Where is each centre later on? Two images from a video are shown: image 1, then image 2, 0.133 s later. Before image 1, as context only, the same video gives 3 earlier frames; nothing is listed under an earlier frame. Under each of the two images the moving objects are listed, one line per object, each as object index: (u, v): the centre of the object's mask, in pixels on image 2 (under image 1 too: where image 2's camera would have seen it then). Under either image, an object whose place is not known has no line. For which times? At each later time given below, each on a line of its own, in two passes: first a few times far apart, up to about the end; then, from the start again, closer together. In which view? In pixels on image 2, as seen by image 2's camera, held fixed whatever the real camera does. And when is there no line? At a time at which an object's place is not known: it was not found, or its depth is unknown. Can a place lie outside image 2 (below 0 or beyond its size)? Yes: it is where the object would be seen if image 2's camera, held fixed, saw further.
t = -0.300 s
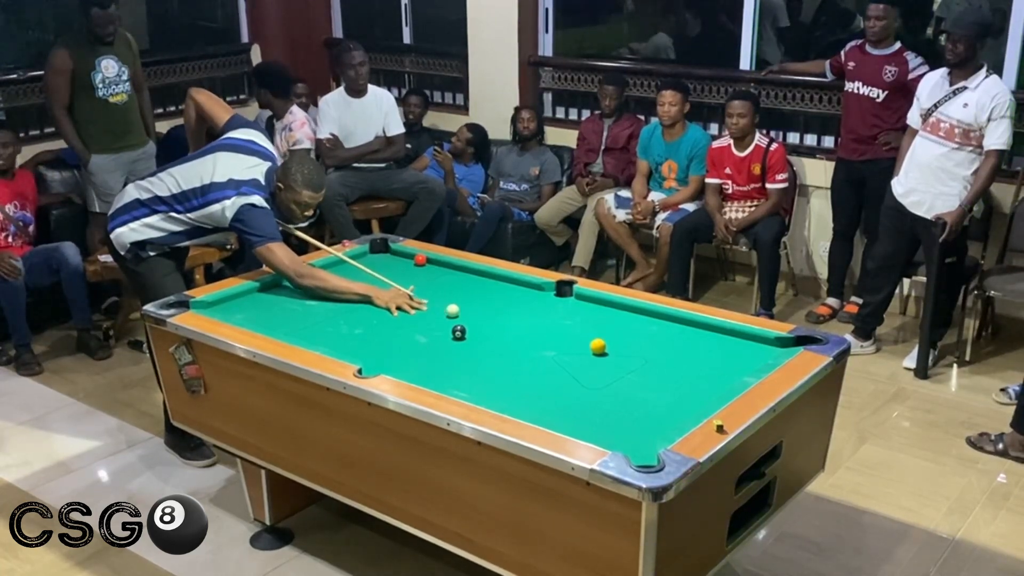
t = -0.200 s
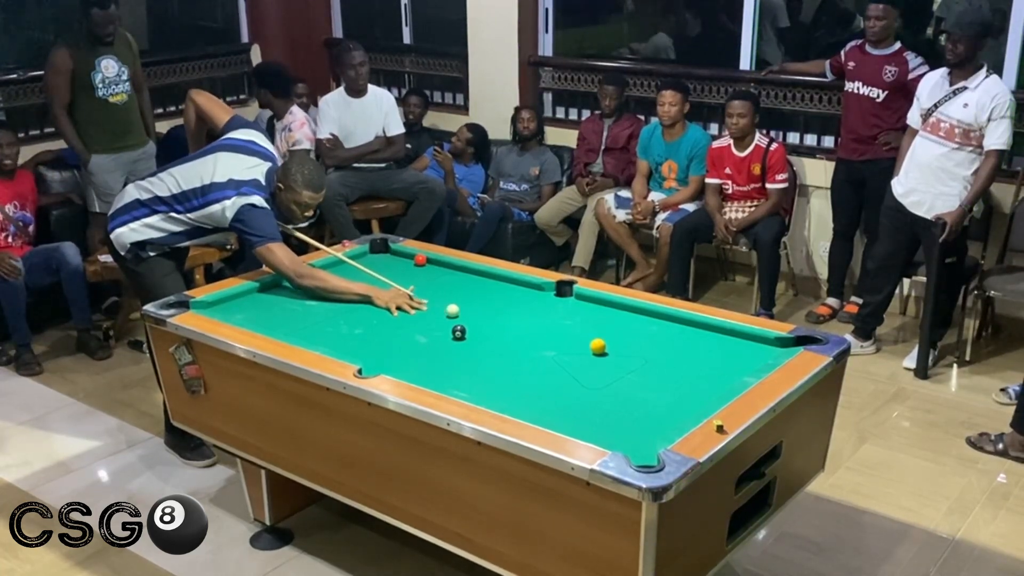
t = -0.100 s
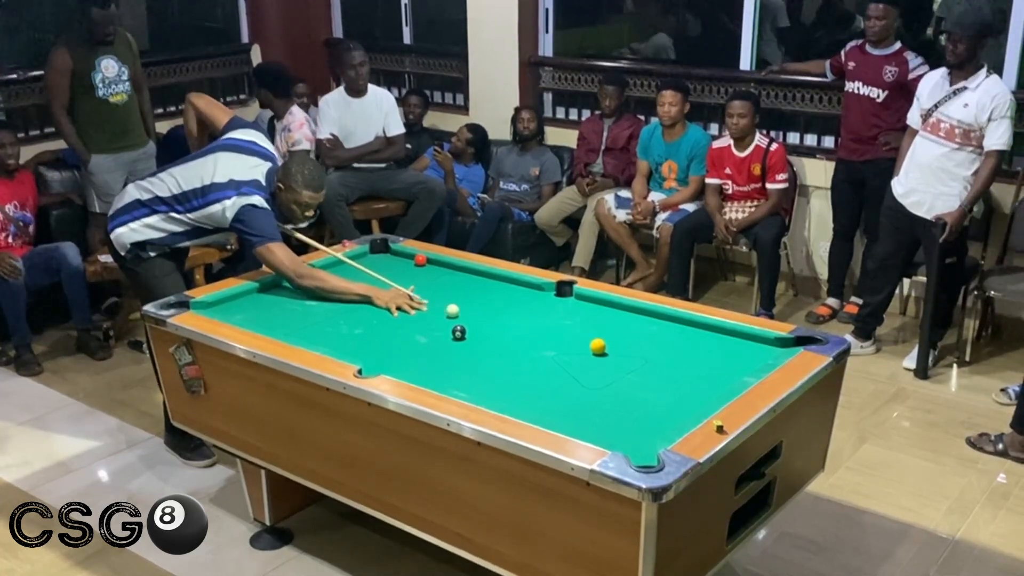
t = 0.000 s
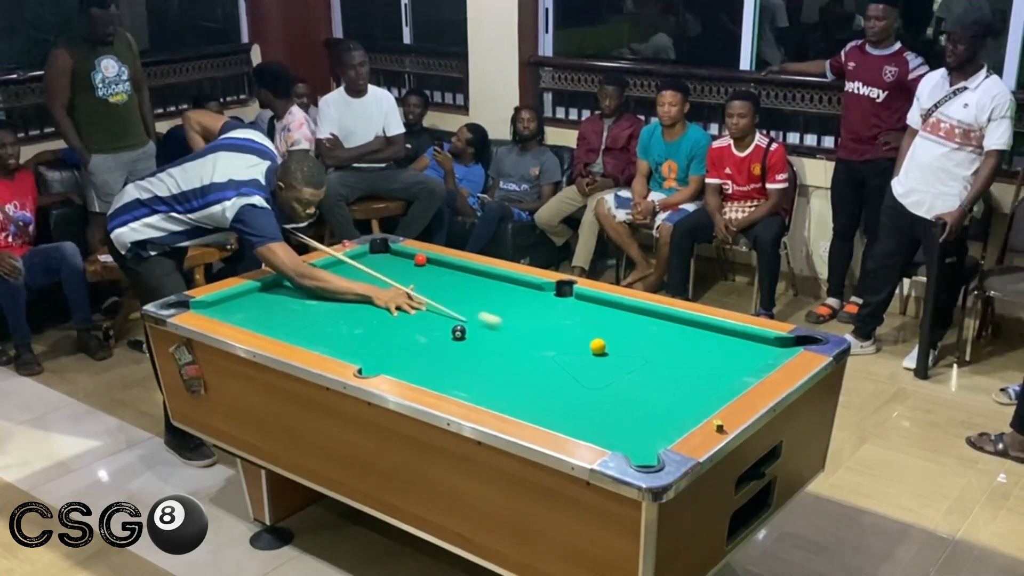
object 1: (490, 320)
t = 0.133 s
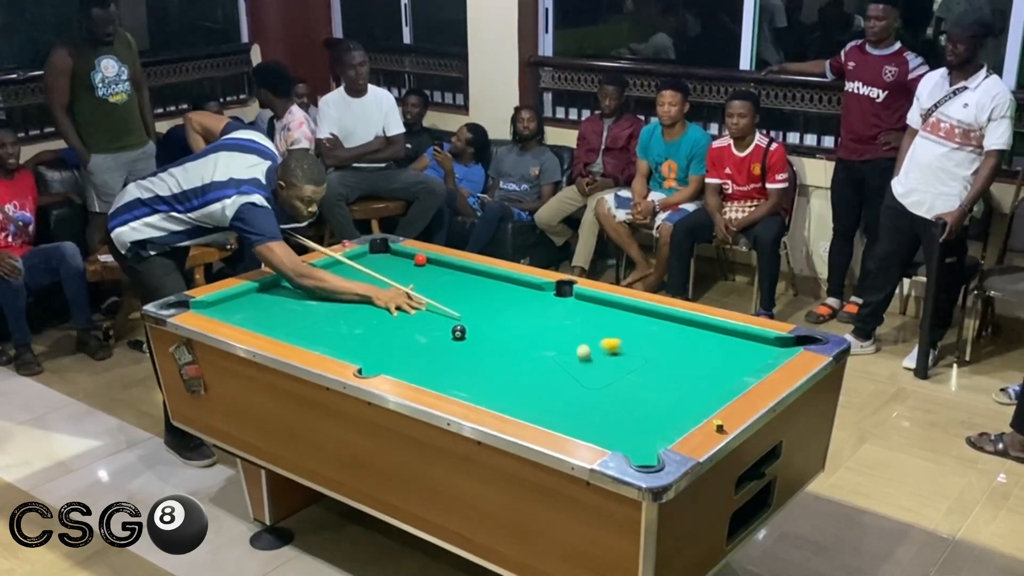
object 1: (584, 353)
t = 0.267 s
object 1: (588, 387)
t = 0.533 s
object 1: (604, 429)
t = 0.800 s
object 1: (652, 414)
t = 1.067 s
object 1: (693, 400)
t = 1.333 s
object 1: (724, 385)
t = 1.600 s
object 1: (736, 374)
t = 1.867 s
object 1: (744, 362)
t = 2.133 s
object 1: (750, 351)
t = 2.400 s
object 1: (754, 341)
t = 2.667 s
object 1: (746, 342)
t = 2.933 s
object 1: (736, 345)
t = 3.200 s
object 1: (726, 347)
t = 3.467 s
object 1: (718, 348)
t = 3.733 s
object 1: (712, 349)
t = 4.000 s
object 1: (706, 350)
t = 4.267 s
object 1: (703, 350)
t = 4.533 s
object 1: (701, 350)
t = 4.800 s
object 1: (701, 350)
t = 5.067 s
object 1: (701, 350)
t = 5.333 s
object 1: (701, 350)
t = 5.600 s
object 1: (701, 350)
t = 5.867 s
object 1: (701, 350)
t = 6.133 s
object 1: (701, 350)
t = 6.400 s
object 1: (701, 350)
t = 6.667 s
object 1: (701, 351)
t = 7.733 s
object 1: (701, 350)
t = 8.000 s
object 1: (701, 350)
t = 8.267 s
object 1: (701, 350)
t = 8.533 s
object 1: (701, 350)
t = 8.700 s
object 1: (701, 350)
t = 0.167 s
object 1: (585, 361)
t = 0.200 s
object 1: (586, 369)
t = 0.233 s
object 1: (587, 379)
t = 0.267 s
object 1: (588, 387)
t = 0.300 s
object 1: (588, 396)
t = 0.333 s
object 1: (588, 405)
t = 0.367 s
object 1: (588, 413)
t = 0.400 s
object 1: (588, 422)
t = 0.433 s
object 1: (587, 427)
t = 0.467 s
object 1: (588, 431)
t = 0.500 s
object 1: (596, 430)
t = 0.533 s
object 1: (604, 429)
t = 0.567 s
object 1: (611, 426)
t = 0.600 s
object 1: (617, 424)
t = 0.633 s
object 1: (623, 422)
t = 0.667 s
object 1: (629, 421)
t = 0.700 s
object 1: (635, 419)
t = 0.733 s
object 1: (640, 417)
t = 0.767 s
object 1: (646, 415)
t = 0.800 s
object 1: (652, 414)
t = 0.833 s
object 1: (657, 412)
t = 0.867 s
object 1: (663, 410)
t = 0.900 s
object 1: (668, 408)
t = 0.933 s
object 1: (673, 407)
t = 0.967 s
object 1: (678, 405)
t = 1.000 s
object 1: (683, 404)
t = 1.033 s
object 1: (689, 402)
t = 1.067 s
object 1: (693, 400)
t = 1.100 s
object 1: (698, 399)
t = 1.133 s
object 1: (703, 397)
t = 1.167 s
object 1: (707, 395)
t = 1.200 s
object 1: (711, 392)
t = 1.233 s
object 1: (715, 390)
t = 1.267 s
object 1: (719, 389)
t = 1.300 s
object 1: (723, 387)
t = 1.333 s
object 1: (724, 385)
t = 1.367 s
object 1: (726, 384)
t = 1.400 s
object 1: (727, 382)
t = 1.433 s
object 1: (729, 381)
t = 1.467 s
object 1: (730, 379)
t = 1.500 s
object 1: (732, 378)
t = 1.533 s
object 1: (733, 377)
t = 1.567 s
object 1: (734, 375)
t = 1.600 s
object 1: (736, 374)
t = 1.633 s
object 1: (736, 372)
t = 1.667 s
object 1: (738, 371)
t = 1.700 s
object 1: (739, 370)
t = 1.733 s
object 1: (740, 368)
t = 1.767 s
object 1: (741, 367)
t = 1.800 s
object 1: (742, 365)
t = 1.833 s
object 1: (743, 364)
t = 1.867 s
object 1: (744, 362)
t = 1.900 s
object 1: (745, 361)
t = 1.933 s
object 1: (746, 359)
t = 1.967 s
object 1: (747, 358)
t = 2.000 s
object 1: (748, 357)
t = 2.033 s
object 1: (748, 355)
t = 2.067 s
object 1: (749, 354)
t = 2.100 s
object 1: (750, 352)
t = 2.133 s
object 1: (750, 351)
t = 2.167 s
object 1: (751, 350)
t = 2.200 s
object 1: (751, 349)
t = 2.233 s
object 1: (752, 347)
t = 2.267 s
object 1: (752, 346)
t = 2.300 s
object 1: (753, 345)
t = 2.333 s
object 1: (754, 344)
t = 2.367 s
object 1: (754, 342)
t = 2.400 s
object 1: (754, 341)
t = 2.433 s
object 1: (755, 340)
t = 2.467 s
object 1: (754, 340)
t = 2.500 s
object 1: (753, 340)
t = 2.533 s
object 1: (751, 340)
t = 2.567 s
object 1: (750, 341)
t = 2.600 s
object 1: (749, 341)
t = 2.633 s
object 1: (747, 342)
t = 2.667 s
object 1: (746, 342)
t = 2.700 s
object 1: (745, 342)
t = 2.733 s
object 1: (744, 343)
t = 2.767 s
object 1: (742, 343)
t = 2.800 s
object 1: (741, 344)
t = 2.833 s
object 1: (740, 344)
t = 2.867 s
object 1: (738, 344)
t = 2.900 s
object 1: (737, 345)
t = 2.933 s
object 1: (736, 345)
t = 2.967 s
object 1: (735, 345)
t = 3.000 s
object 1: (733, 345)
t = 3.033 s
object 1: (732, 345)
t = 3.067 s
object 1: (731, 346)
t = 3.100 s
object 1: (730, 346)
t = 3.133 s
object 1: (729, 346)
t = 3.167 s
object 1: (728, 346)
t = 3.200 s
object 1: (726, 347)
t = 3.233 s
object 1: (725, 347)
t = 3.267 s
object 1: (724, 347)
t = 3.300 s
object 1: (723, 348)
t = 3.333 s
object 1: (722, 348)
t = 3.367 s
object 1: (721, 348)
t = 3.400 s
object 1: (720, 348)
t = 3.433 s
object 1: (719, 348)
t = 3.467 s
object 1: (718, 348)
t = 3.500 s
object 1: (717, 348)
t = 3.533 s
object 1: (716, 349)
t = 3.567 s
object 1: (715, 349)
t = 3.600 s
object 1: (715, 349)
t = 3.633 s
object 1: (714, 349)
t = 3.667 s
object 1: (713, 349)
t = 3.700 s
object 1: (712, 349)
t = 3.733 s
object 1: (712, 349)
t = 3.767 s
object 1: (711, 349)
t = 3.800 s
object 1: (710, 350)
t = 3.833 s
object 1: (710, 350)
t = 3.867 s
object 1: (709, 350)
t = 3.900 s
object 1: (708, 349)
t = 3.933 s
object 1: (707, 350)
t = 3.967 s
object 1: (707, 350)
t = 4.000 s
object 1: (706, 350)
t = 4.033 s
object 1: (706, 350)
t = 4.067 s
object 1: (706, 350)
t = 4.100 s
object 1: (705, 350)
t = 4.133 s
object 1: (705, 350)
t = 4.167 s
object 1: (704, 350)
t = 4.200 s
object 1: (704, 350)
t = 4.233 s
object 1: (703, 350)
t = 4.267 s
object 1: (703, 350)
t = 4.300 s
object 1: (703, 350)
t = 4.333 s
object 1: (702, 350)
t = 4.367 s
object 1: (702, 350)
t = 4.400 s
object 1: (702, 350)
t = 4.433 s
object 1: (702, 350)
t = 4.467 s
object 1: (701, 350)
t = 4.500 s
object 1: (701, 350)
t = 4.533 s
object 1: (701, 350)
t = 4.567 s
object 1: (701, 350)
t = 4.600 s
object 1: (701, 350)
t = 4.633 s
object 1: (701, 350)
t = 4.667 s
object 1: (701, 350)
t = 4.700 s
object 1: (701, 350)
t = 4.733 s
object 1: (701, 350)
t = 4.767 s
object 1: (701, 350)
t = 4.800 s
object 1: (701, 350)
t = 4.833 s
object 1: (701, 350)
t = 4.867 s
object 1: (701, 350)
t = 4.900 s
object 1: (701, 350)
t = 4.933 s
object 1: (701, 350)
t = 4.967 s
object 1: (701, 350)
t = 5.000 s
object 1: (701, 350)
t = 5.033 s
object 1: (701, 350)
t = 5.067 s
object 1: (701, 350)
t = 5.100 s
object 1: (701, 350)
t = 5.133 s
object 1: (701, 350)
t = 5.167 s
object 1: (701, 350)
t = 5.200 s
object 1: (701, 350)
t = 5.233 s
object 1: (701, 350)
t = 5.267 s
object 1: (701, 350)
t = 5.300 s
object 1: (701, 350)
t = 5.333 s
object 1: (701, 350)
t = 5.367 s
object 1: (701, 350)
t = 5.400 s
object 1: (701, 350)
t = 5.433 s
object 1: (701, 350)
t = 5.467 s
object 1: (701, 350)
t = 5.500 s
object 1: (701, 350)
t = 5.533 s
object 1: (701, 350)
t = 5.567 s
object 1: (701, 350)
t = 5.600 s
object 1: (701, 350)
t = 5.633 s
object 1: (701, 350)
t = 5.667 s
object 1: (701, 350)
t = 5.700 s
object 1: (701, 350)
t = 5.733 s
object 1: (701, 350)
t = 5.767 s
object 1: (701, 350)
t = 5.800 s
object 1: (701, 350)
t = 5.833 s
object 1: (701, 350)
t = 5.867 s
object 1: (701, 350)
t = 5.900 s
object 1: (701, 350)
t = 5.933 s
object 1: (701, 351)
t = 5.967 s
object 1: (701, 350)
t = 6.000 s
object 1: (701, 350)
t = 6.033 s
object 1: (701, 350)
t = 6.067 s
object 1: (701, 350)
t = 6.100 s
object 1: (701, 350)
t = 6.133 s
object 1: (701, 350)
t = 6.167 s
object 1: (701, 350)
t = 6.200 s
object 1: (701, 350)
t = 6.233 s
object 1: (701, 350)
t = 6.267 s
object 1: (701, 350)
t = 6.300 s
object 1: (701, 350)
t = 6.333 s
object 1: (701, 350)
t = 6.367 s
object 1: (701, 350)
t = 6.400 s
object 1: (701, 350)
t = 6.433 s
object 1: (701, 350)
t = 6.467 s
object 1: (701, 350)
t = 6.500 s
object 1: (701, 350)
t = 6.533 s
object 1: (701, 350)
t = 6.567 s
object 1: (701, 350)
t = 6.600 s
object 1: (701, 351)
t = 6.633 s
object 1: (701, 351)
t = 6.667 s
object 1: (701, 351)
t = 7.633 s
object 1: (701, 350)
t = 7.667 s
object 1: (701, 350)
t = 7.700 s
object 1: (701, 350)
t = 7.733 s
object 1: (701, 350)
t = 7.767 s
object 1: (701, 350)
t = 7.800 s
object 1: (701, 350)
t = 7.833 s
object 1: (701, 350)
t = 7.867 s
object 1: (701, 350)
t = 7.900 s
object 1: (701, 350)
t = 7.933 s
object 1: (701, 350)
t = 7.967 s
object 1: (701, 350)
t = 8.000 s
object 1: (701, 350)
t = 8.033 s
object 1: (701, 350)
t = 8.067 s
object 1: (701, 350)
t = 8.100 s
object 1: (701, 350)
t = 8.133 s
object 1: (701, 350)
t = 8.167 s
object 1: (701, 350)
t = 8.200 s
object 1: (701, 350)
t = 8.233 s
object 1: (701, 350)
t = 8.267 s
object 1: (701, 350)
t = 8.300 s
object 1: (701, 350)
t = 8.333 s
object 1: (701, 350)
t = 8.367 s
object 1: (701, 350)
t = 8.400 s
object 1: (701, 350)
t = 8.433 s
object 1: (701, 350)
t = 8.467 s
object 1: (701, 350)
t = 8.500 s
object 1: (701, 350)
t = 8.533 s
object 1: (701, 350)
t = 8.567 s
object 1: (701, 350)
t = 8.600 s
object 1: (701, 350)
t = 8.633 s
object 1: (701, 350)
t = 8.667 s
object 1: (701, 350)
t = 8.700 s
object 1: (701, 350)
